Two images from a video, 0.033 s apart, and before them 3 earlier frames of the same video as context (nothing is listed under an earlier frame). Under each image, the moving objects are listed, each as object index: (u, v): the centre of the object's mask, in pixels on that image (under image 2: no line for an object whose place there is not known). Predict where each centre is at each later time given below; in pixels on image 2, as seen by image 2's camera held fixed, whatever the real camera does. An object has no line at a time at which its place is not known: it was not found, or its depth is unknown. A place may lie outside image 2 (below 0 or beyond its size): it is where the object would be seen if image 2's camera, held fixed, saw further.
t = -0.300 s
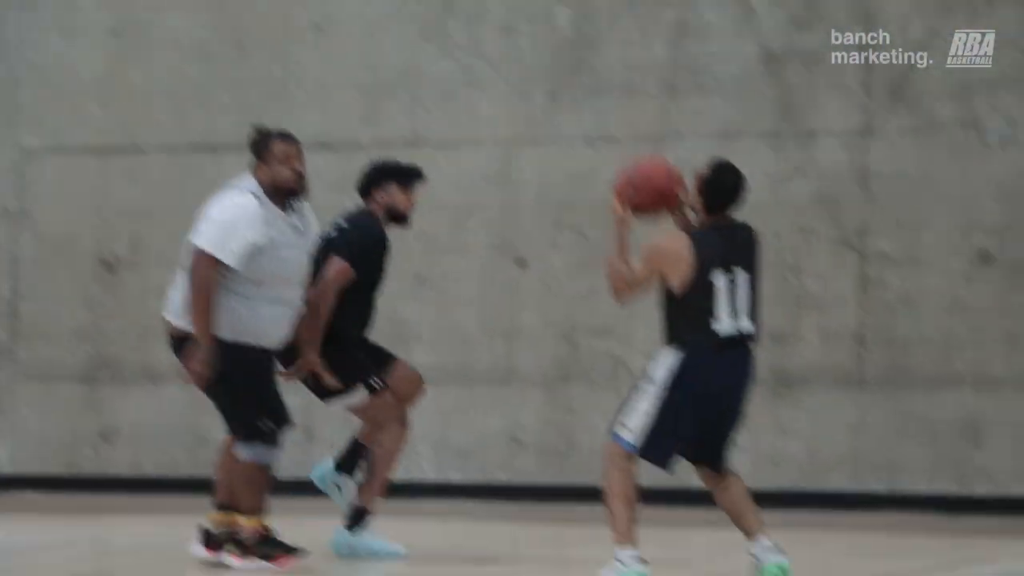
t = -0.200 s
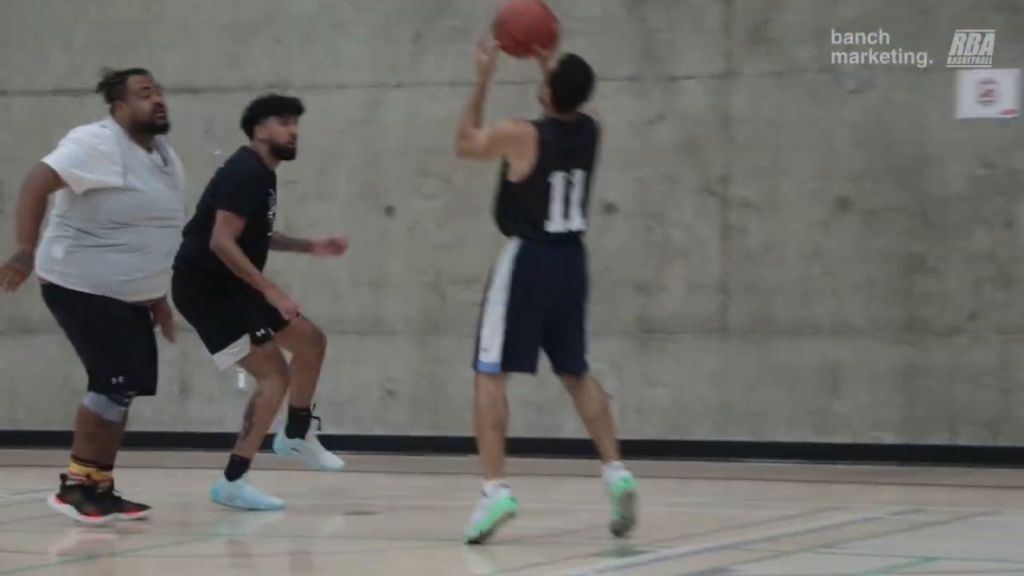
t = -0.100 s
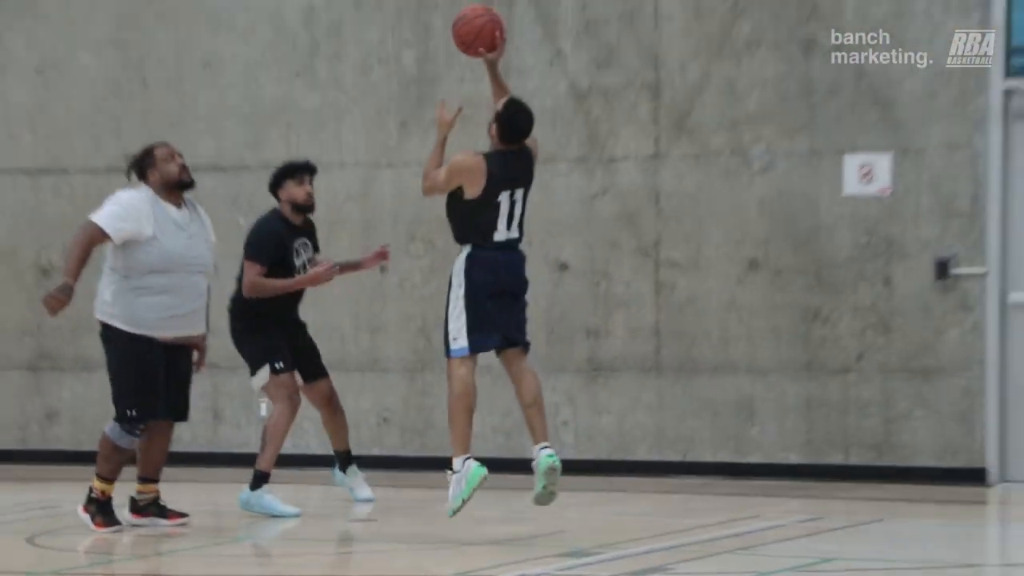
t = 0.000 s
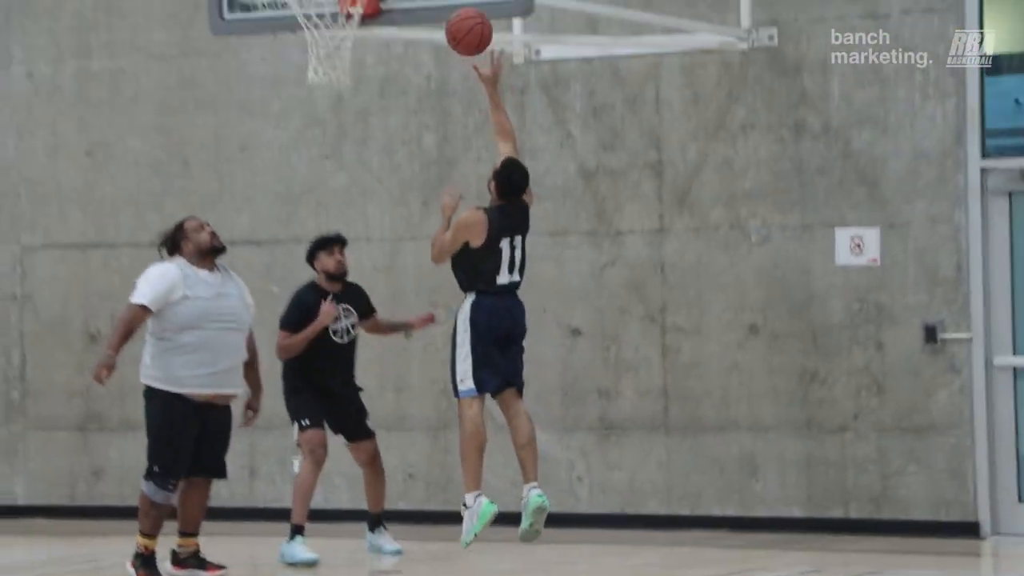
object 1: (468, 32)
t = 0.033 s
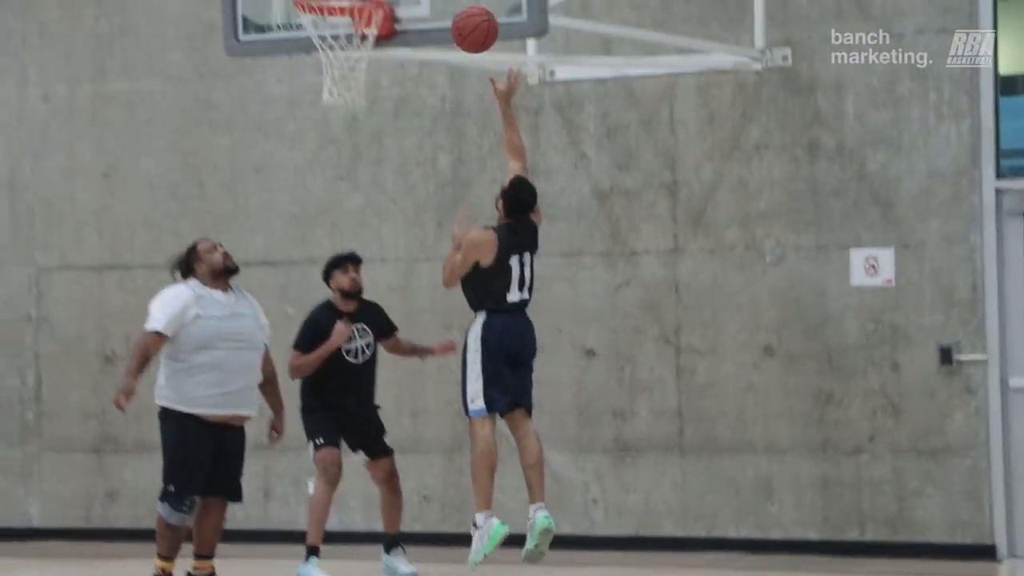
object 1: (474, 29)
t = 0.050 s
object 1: (470, 18)
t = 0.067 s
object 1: (466, 7)
